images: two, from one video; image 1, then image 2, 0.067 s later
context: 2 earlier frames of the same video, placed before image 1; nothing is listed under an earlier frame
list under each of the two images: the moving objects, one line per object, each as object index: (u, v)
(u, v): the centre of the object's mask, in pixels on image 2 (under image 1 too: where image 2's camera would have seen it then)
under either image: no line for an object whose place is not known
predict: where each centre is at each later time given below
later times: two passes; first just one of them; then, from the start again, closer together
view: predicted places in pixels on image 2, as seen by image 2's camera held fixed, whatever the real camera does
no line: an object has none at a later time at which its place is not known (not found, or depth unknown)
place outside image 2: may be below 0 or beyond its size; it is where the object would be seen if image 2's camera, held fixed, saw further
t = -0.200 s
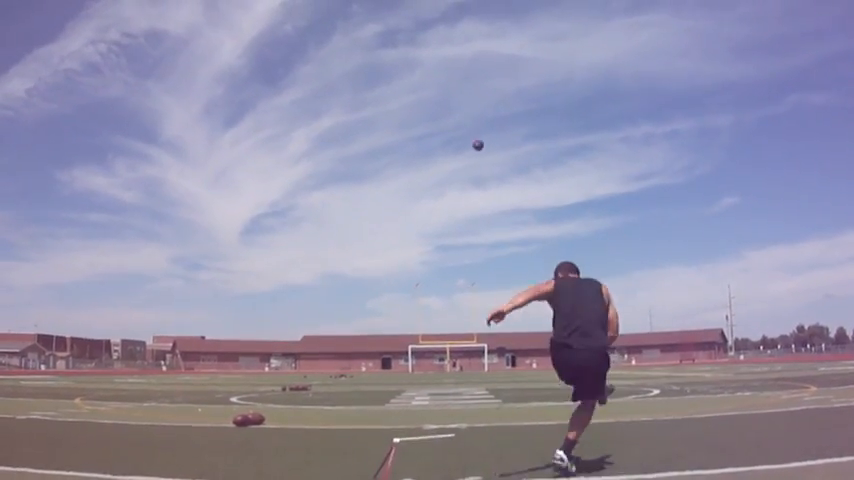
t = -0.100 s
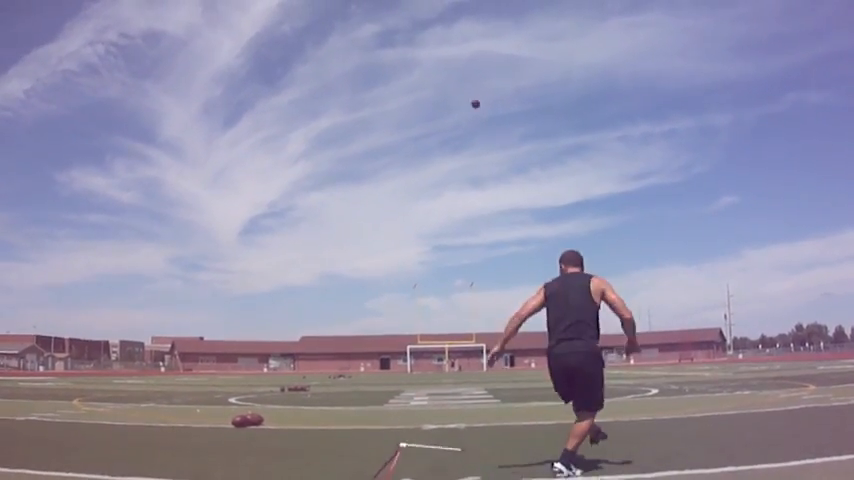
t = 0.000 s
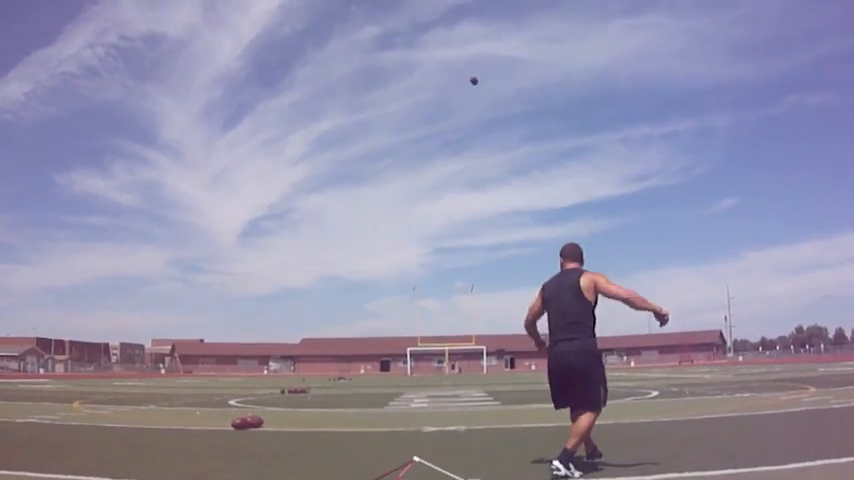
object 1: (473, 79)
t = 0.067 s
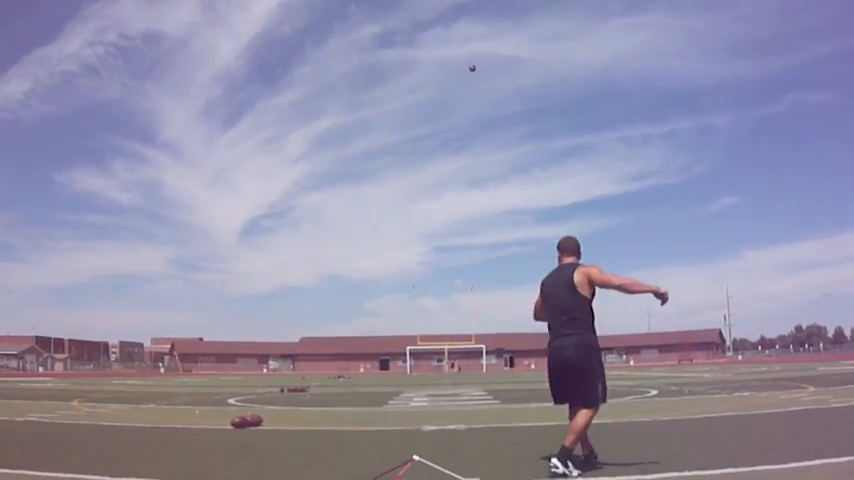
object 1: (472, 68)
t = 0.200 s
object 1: (469, 54)
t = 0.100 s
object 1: (471, 63)
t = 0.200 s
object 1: (469, 54)
